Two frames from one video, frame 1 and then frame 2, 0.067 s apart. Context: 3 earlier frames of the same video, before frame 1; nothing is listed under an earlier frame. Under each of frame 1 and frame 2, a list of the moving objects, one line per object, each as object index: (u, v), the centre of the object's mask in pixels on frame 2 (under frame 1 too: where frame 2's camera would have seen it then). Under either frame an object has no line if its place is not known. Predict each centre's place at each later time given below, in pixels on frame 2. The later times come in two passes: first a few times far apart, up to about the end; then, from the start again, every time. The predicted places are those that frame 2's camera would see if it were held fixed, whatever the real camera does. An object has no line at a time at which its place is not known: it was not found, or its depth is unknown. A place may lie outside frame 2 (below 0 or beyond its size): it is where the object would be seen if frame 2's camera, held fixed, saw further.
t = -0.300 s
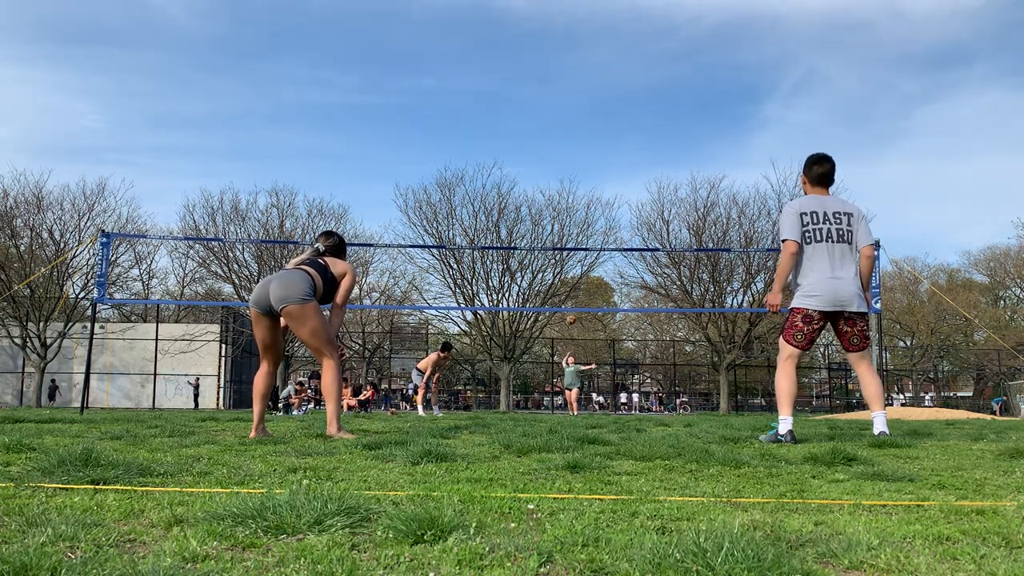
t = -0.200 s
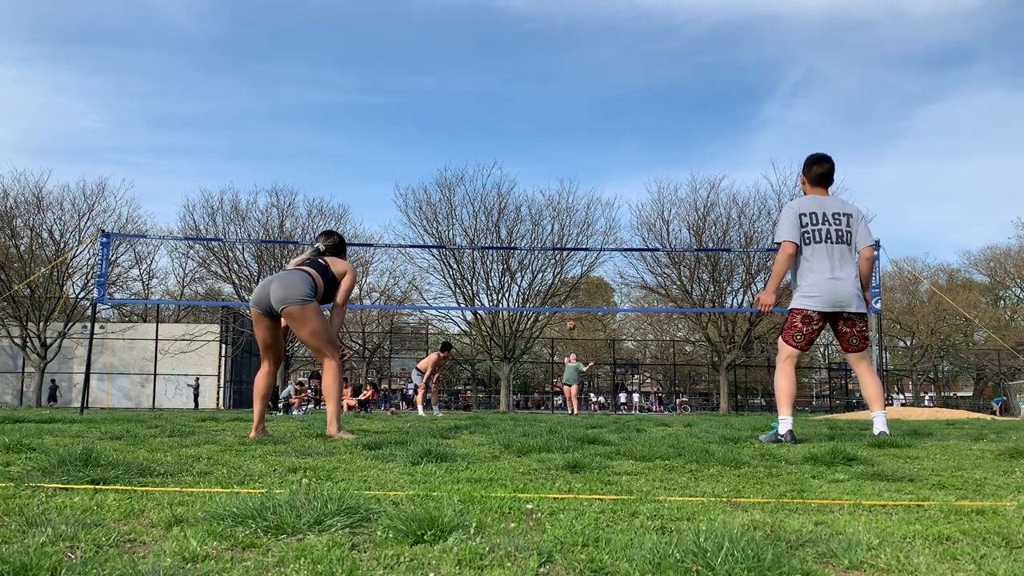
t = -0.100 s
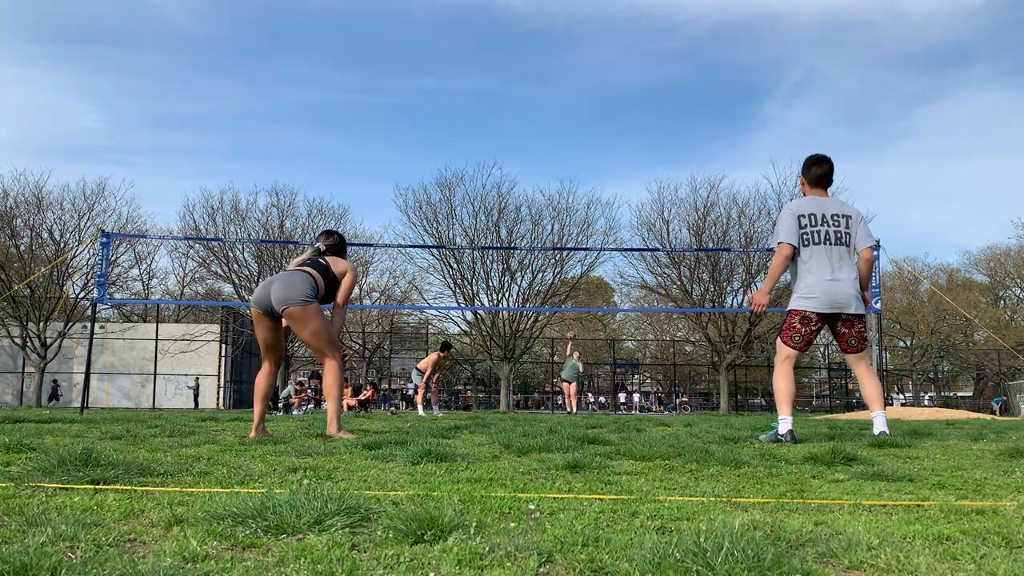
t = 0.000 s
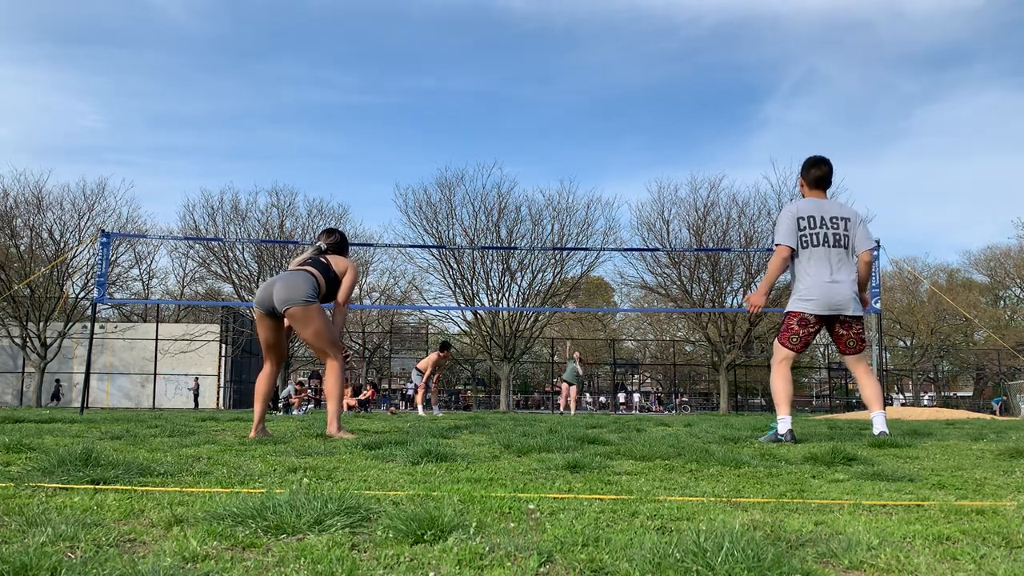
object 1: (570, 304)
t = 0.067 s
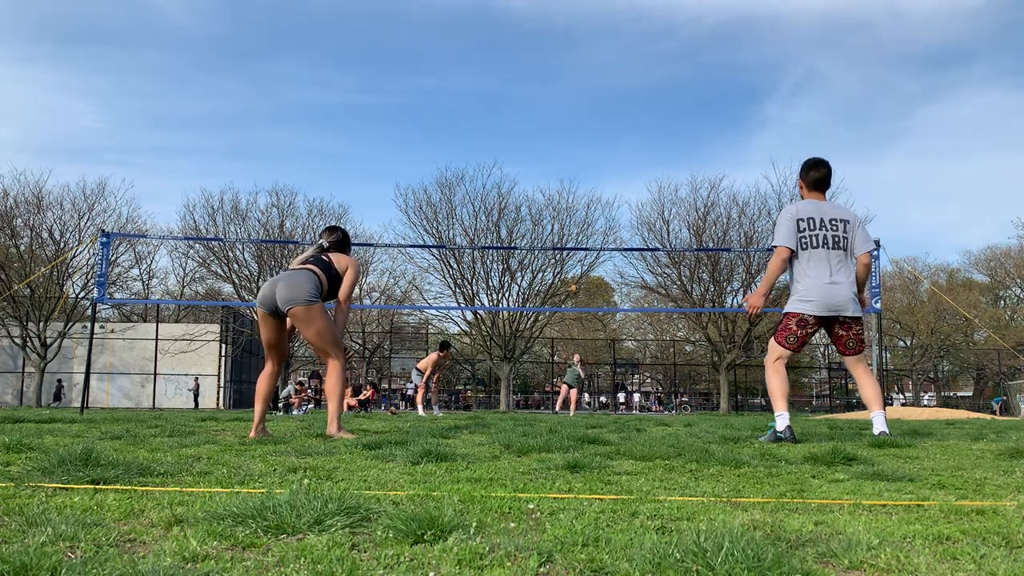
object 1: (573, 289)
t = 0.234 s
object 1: (578, 244)
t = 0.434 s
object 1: (578, 202)
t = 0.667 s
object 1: (578, 166)
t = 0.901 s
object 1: (579, 159)
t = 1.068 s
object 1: (584, 183)
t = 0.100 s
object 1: (573, 278)
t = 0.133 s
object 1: (575, 273)
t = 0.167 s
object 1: (576, 262)
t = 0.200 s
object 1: (577, 254)
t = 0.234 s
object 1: (578, 244)
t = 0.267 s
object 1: (578, 238)
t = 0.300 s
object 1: (579, 230)
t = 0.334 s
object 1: (579, 223)
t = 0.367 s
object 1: (578, 215)
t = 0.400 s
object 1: (579, 209)
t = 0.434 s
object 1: (578, 202)
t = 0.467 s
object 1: (579, 196)
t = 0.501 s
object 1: (579, 190)
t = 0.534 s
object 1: (579, 184)
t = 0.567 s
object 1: (578, 179)
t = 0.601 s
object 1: (578, 174)
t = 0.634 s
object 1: (578, 170)
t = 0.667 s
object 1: (578, 166)
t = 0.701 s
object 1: (578, 163)
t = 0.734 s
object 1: (578, 160)
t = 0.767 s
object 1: (578, 158)
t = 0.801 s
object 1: (578, 157)
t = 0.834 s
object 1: (578, 157)
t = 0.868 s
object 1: (579, 158)
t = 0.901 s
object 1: (579, 159)
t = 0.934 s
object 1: (579, 162)
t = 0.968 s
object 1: (580, 165)
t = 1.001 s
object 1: (581, 170)
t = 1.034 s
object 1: (582, 176)
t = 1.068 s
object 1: (584, 183)
